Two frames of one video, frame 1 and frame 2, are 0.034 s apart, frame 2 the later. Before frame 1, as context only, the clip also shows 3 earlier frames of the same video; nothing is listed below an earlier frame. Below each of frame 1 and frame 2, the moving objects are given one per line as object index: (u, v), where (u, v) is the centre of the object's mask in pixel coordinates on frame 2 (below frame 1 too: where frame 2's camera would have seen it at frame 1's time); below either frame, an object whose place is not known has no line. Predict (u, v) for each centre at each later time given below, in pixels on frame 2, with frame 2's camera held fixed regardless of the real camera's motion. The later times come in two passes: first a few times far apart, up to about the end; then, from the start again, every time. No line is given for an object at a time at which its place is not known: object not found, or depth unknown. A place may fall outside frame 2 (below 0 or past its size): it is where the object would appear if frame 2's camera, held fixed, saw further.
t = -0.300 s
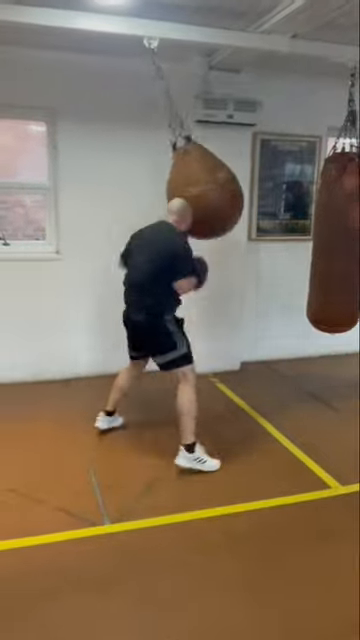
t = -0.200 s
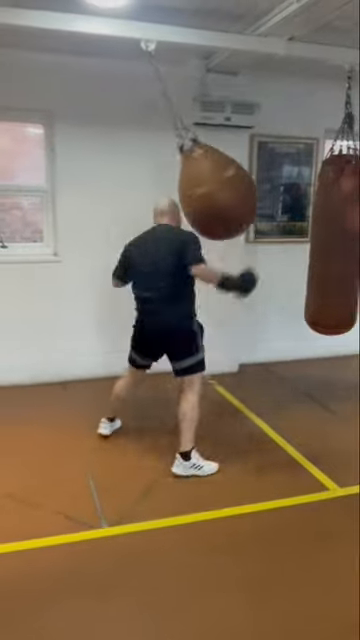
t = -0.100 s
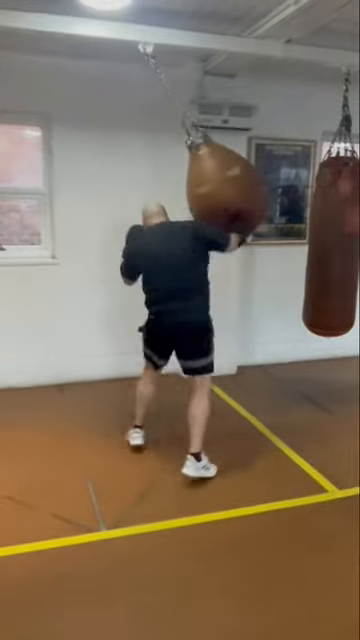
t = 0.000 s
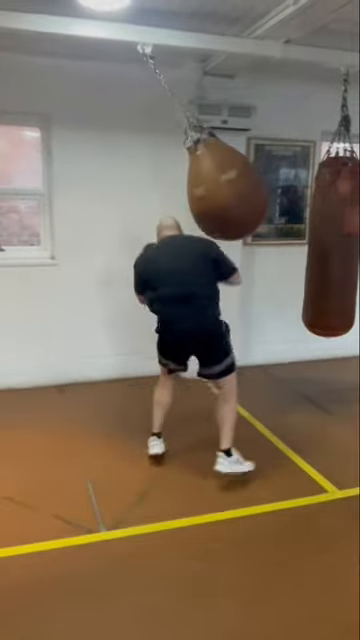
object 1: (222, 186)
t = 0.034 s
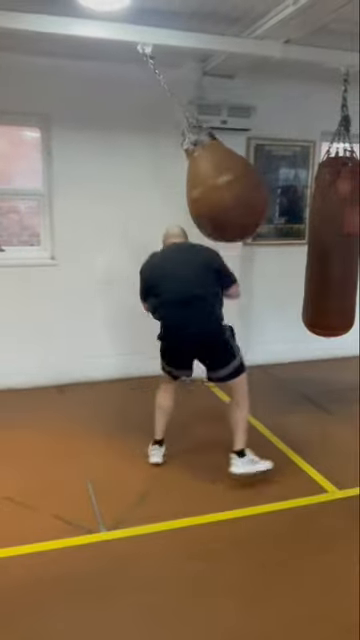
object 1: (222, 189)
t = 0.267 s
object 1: (198, 204)
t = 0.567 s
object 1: (126, 208)
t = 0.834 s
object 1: (69, 197)
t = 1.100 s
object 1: (56, 189)
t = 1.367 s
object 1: (88, 203)
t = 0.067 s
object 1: (220, 190)
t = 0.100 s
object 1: (218, 191)
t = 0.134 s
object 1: (215, 192)
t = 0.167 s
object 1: (212, 195)
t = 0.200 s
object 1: (207, 197)
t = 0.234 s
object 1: (203, 202)
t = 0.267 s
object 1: (198, 204)
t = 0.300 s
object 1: (192, 205)
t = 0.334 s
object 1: (185, 208)
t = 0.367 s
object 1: (178, 210)
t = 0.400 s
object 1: (170, 212)
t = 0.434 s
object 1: (161, 213)
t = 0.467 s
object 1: (153, 211)
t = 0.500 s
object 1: (145, 211)
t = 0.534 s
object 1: (136, 207)
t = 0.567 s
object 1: (126, 208)
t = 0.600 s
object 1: (118, 208)
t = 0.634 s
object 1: (110, 207)
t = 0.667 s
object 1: (102, 208)
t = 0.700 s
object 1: (95, 207)
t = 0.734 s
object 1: (88, 205)
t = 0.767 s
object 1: (81, 203)
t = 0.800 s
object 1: (74, 200)
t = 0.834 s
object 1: (69, 197)
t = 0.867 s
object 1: (64, 195)
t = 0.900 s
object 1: (60, 193)
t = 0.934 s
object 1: (58, 191)
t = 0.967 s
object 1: (56, 190)
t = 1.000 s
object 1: (57, 187)
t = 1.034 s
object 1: (55, 189)
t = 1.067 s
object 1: (55, 189)
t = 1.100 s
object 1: (56, 189)
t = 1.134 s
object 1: (58, 189)
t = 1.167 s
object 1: (61, 189)
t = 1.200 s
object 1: (63, 191)
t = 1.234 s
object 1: (67, 193)
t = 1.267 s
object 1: (72, 195)
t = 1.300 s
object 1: (76, 198)
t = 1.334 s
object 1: (82, 202)
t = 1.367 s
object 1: (88, 203)
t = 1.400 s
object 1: (95, 204)
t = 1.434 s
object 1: (103, 206)
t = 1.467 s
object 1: (110, 208)
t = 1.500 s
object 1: (118, 209)
